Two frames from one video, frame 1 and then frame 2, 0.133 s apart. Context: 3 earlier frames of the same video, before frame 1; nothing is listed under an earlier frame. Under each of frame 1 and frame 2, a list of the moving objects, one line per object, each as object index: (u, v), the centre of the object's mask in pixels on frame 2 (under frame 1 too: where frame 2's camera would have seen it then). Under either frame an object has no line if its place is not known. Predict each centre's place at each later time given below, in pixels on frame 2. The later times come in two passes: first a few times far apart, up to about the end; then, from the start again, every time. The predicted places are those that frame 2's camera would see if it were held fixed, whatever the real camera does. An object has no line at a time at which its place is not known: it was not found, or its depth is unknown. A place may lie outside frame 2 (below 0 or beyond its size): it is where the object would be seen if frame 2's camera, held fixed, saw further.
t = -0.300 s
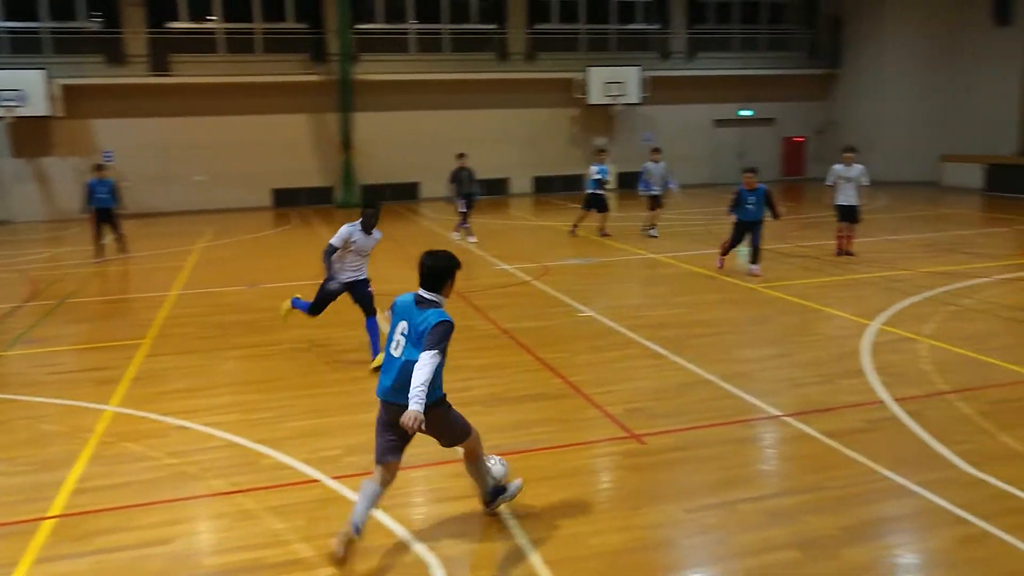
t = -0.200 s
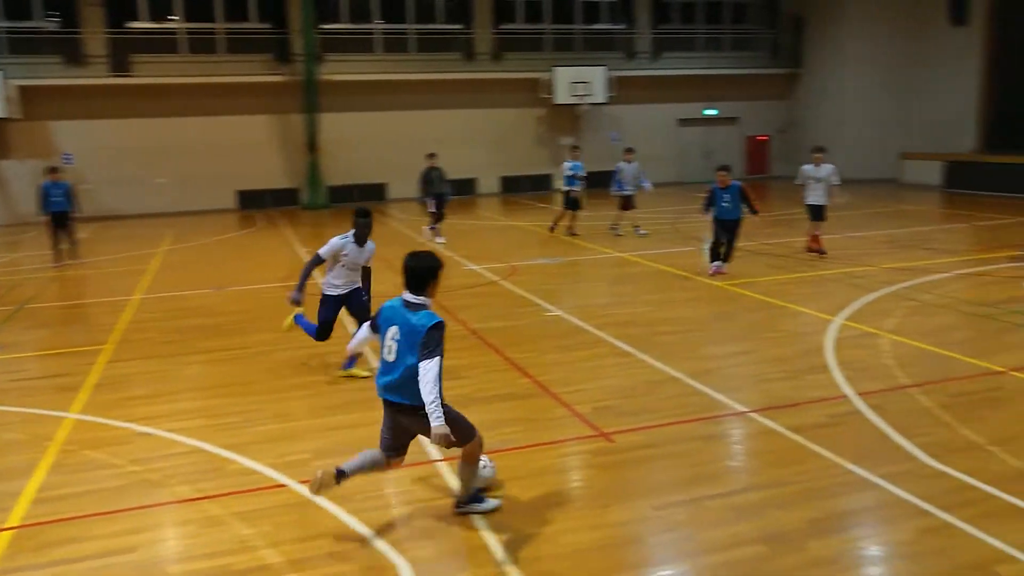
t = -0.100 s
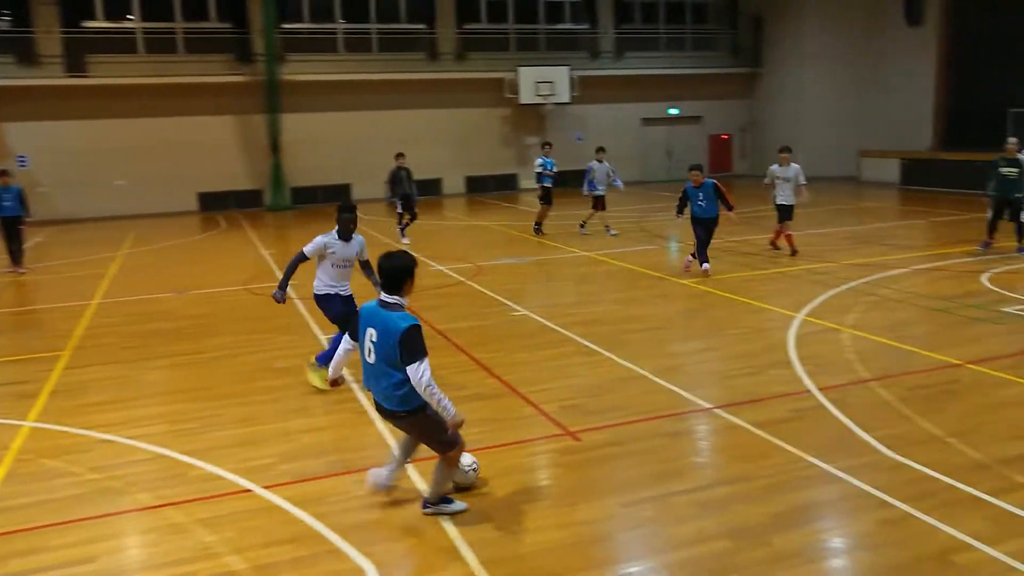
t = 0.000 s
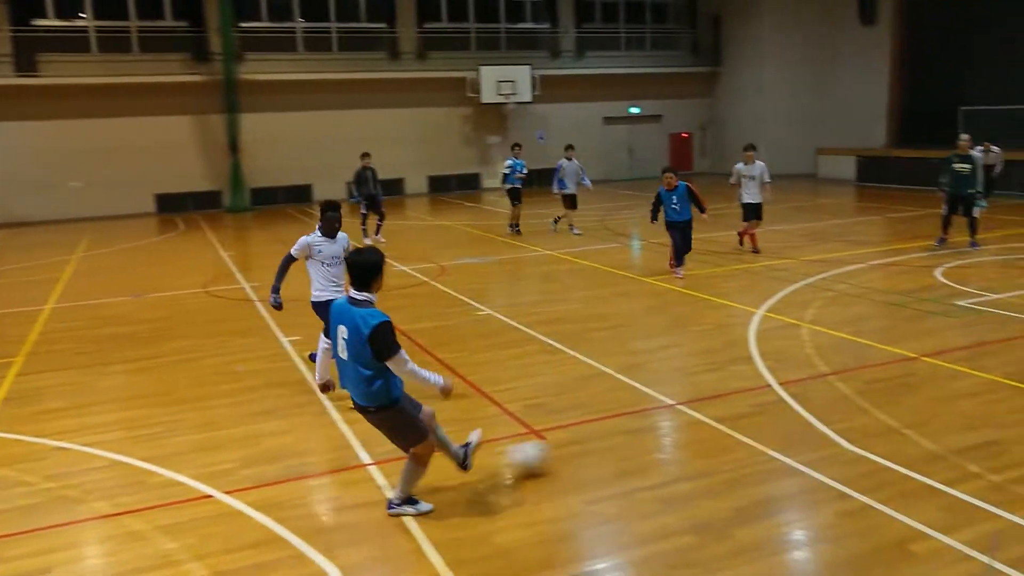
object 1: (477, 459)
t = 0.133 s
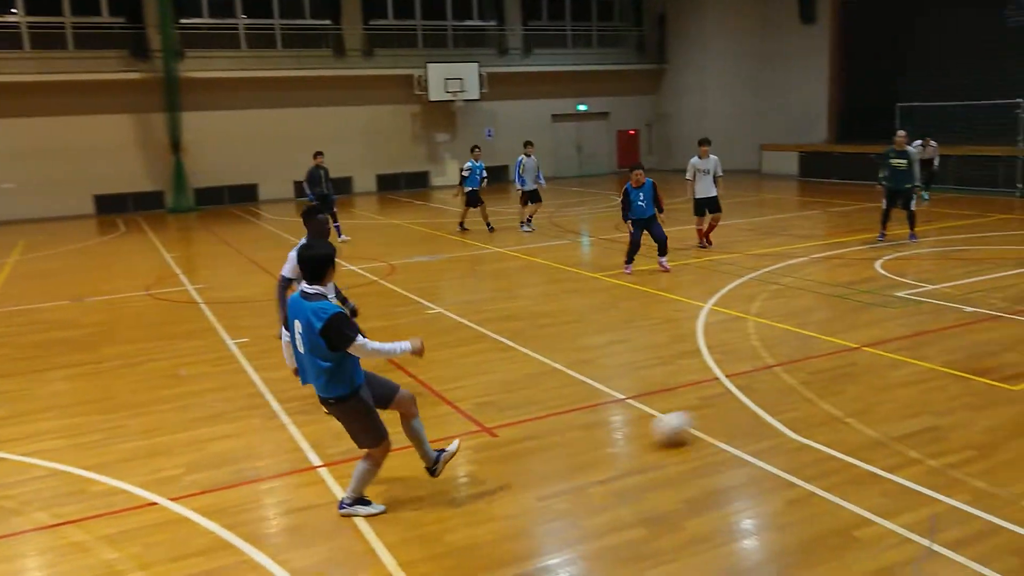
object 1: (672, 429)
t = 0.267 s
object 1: (835, 405)
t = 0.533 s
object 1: (1081, 369)
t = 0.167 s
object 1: (719, 421)
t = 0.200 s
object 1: (758, 417)
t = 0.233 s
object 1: (793, 410)
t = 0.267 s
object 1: (835, 405)
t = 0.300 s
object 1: (870, 400)
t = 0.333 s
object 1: (903, 394)
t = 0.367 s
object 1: (938, 389)
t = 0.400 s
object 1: (968, 386)
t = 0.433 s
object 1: (998, 381)
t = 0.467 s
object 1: (1028, 378)
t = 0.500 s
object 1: (1056, 372)
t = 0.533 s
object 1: (1081, 369)
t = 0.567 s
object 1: (1107, 366)
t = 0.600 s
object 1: (1132, 363)
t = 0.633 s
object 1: (1156, 360)
